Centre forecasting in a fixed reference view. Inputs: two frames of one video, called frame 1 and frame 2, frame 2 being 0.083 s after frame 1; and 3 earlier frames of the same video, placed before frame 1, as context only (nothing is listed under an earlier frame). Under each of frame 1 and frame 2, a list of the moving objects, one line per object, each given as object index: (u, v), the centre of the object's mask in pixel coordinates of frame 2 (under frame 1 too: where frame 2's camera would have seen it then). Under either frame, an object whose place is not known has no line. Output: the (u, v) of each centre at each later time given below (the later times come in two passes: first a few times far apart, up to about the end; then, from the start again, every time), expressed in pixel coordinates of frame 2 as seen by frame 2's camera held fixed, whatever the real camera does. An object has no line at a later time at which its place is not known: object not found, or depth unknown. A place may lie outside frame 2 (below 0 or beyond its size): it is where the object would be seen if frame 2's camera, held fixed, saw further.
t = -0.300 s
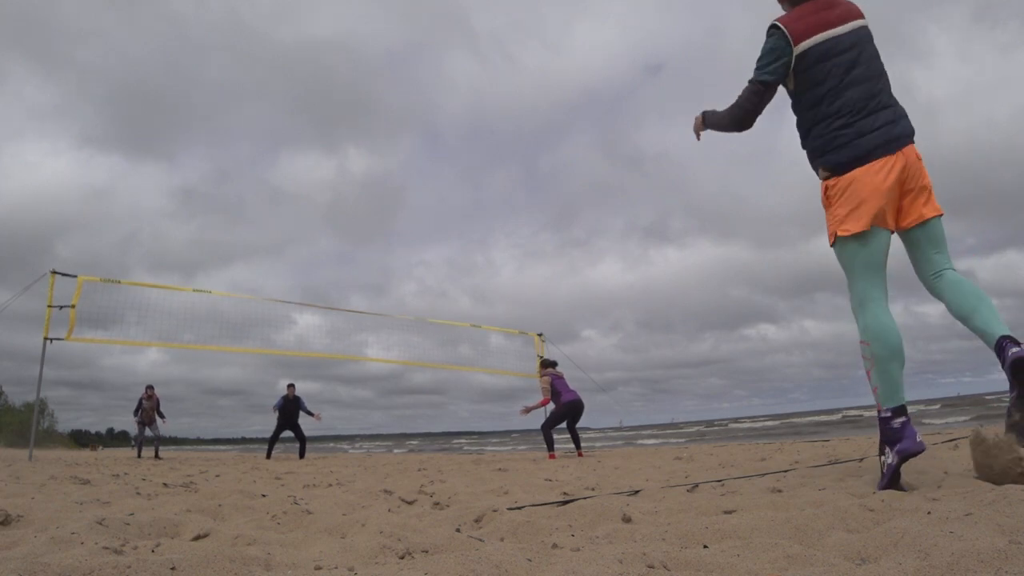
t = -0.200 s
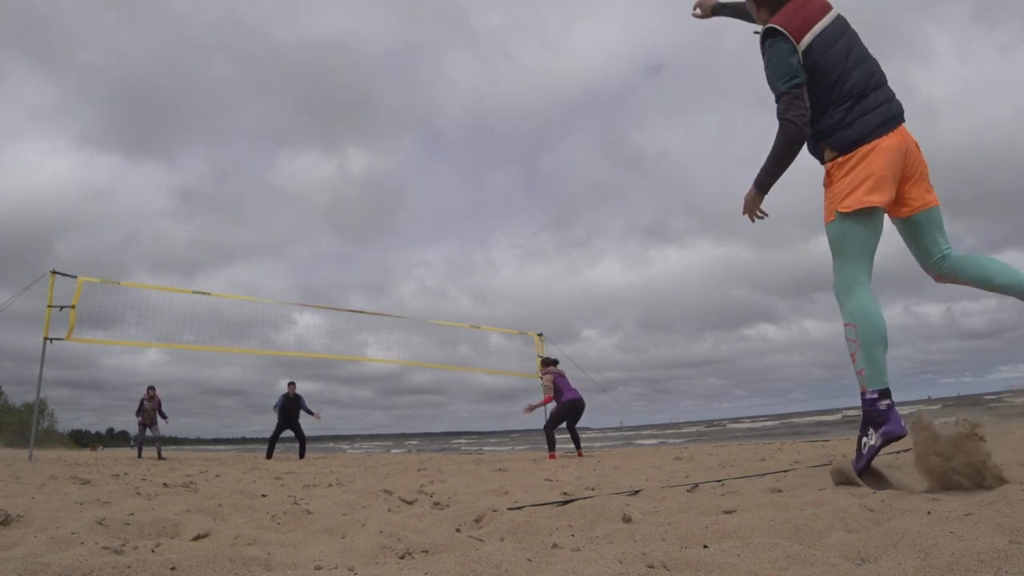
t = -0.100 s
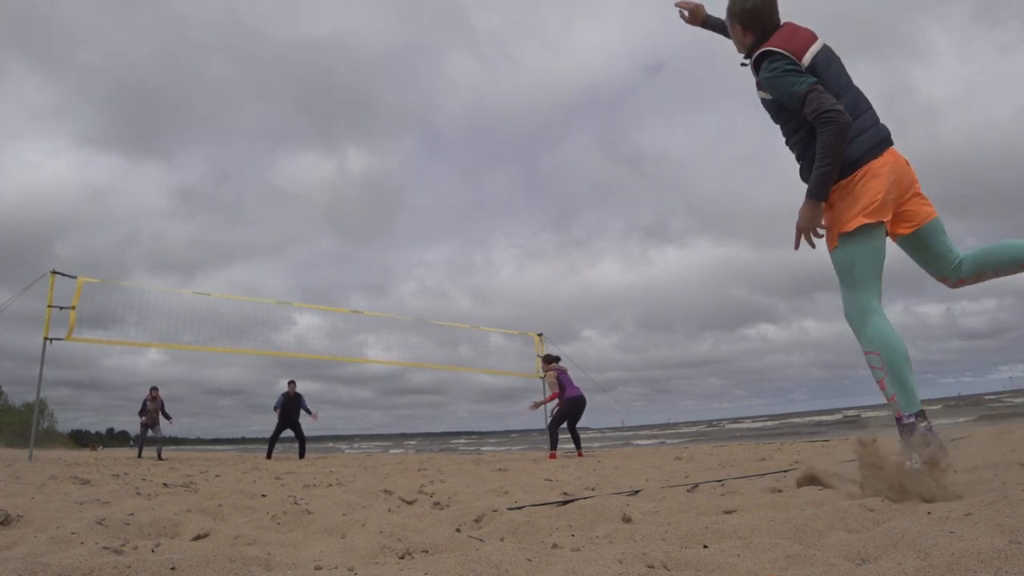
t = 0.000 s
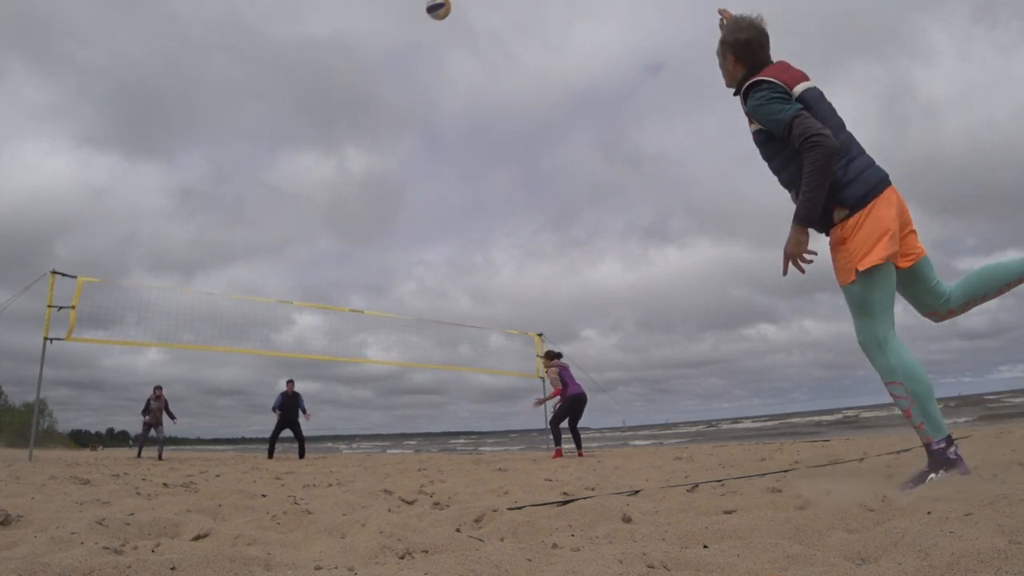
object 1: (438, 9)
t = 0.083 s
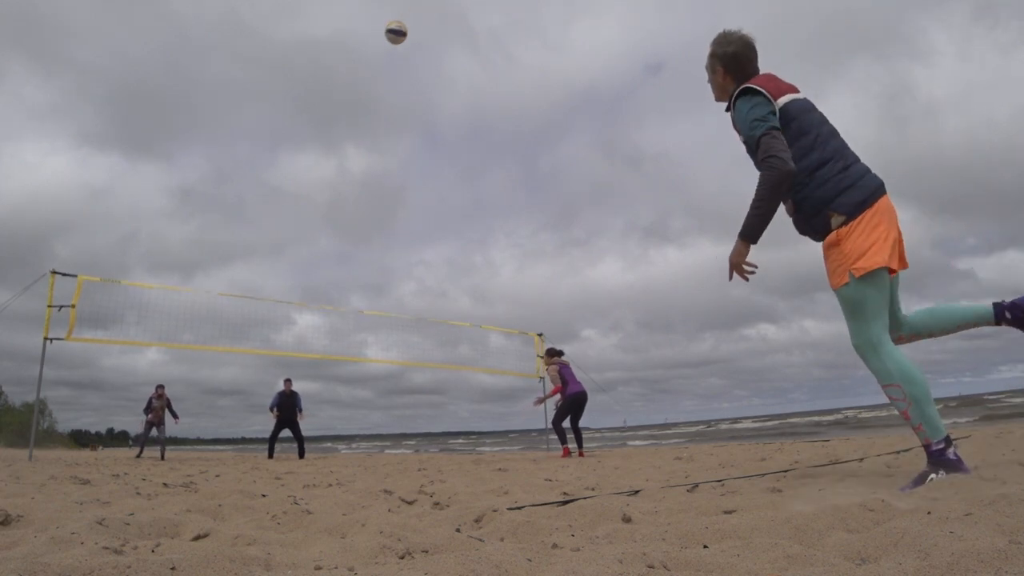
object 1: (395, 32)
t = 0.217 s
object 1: (348, 74)
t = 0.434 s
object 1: (296, 140)
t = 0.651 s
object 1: (258, 207)
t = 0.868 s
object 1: (227, 277)
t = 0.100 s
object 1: (389, 37)
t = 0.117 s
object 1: (382, 43)
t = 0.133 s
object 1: (375, 48)
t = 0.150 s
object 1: (369, 53)
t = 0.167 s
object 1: (364, 58)
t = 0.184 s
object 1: (358, 63)
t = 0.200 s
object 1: (353, 68)
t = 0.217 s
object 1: (348, 74)
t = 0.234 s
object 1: (344, 79)
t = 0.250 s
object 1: (339, 84)
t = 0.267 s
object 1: (335, 89)
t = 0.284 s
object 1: (330, 94)
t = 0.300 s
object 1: (326, 99)
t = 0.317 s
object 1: (322, 105)
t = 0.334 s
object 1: (318, 110)
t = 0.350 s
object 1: (314, 114)
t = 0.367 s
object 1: (311, 119)
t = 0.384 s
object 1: (307, 125)
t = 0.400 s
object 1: (303, 130)
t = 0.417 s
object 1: (300, 135)
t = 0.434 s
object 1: (296, 140)
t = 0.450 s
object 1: (293, 146)
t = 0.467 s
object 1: (290, 150)
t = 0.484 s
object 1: (286, 155)
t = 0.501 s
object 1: (283, 161)
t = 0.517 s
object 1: (280, 166)
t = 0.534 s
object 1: (277, 171)
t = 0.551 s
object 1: (274, 176)
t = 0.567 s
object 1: (271, 181)
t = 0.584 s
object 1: (268, 186)
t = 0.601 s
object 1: (265, 191)
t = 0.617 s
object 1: (263, 196)
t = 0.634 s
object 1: (260, 201)
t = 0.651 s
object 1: (258, 207)
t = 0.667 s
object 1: (255, 212)
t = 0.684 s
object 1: (252, 217)
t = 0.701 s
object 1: (250, 222)
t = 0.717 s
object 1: (247, 227)
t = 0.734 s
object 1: (245, 233)
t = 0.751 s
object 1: (243, 239)
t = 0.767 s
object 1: (241, 244)
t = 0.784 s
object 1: (239, 249)
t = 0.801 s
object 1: (237, 255)
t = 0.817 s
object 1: (234, 261)
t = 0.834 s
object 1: (232, 267)
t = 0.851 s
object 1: (230, 272)
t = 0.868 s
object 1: (227, 277)
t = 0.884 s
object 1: (225, 283)
